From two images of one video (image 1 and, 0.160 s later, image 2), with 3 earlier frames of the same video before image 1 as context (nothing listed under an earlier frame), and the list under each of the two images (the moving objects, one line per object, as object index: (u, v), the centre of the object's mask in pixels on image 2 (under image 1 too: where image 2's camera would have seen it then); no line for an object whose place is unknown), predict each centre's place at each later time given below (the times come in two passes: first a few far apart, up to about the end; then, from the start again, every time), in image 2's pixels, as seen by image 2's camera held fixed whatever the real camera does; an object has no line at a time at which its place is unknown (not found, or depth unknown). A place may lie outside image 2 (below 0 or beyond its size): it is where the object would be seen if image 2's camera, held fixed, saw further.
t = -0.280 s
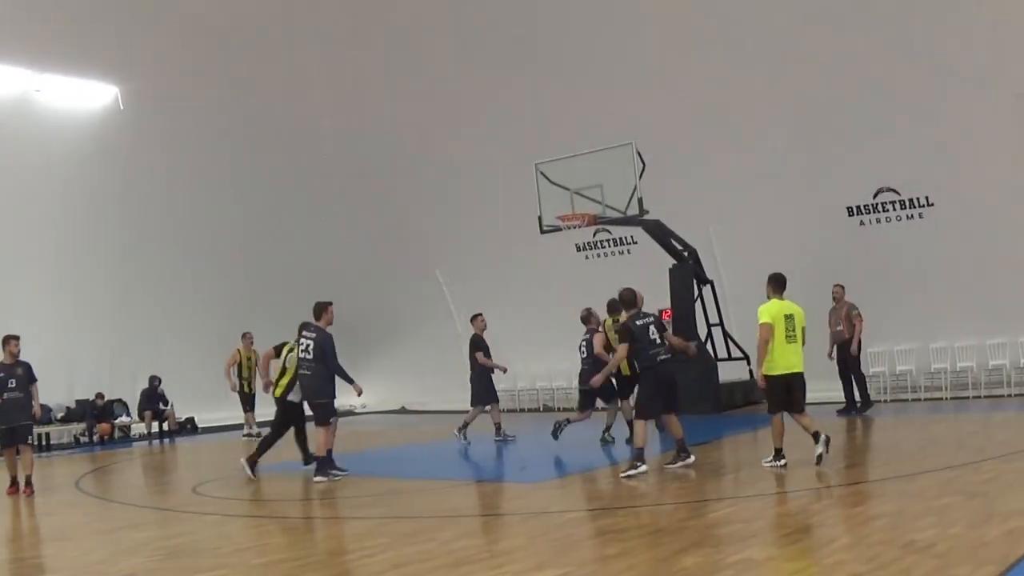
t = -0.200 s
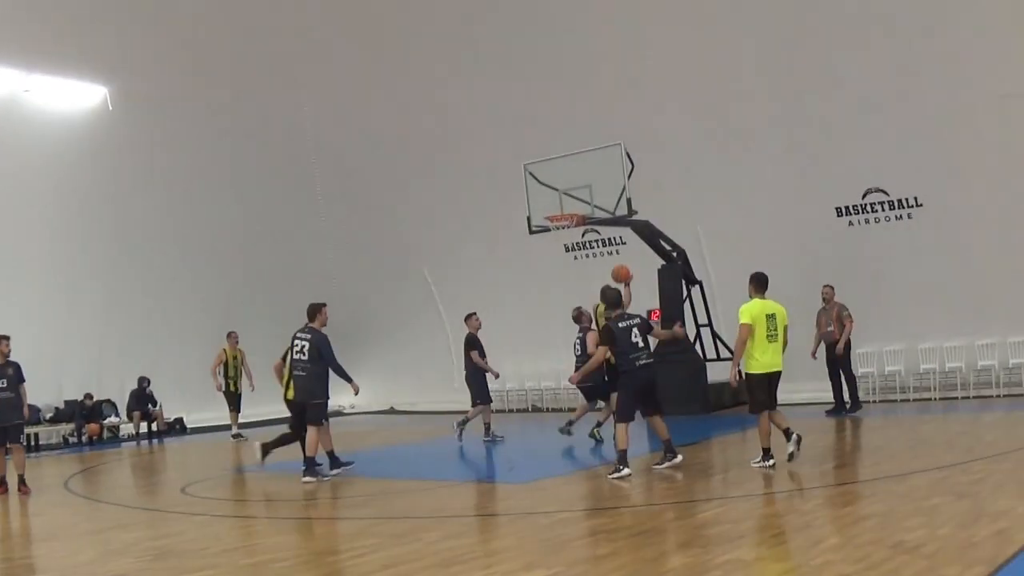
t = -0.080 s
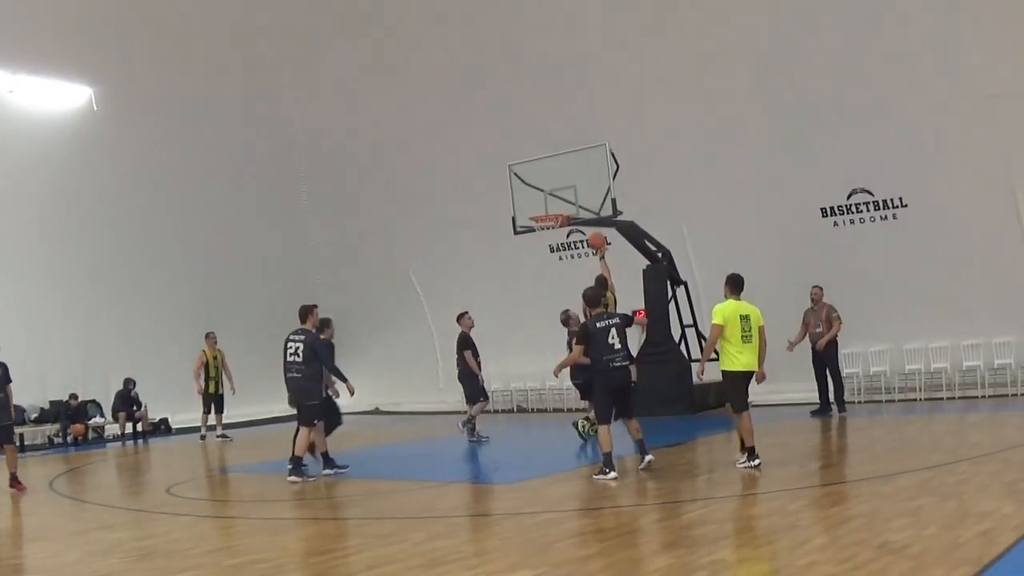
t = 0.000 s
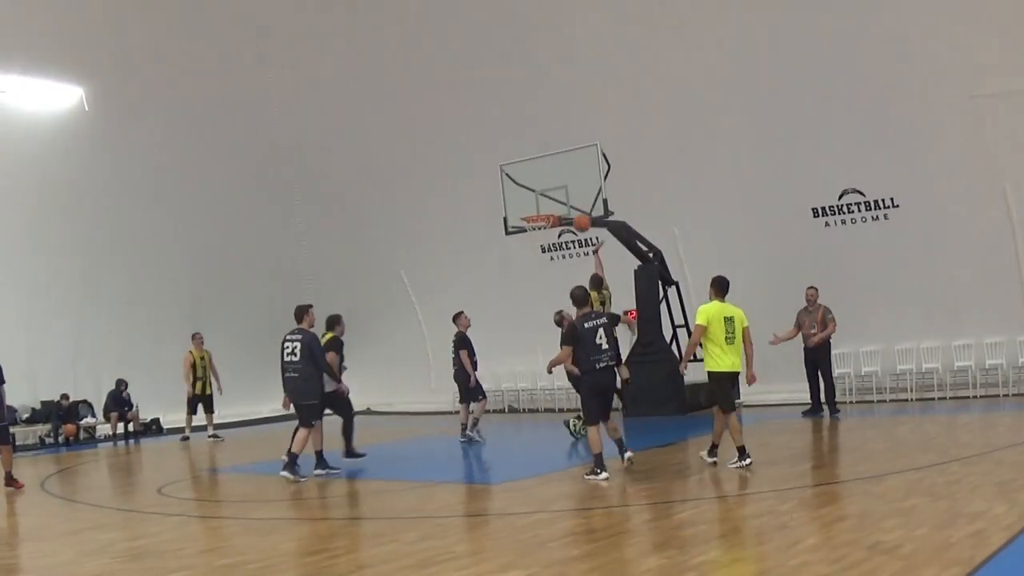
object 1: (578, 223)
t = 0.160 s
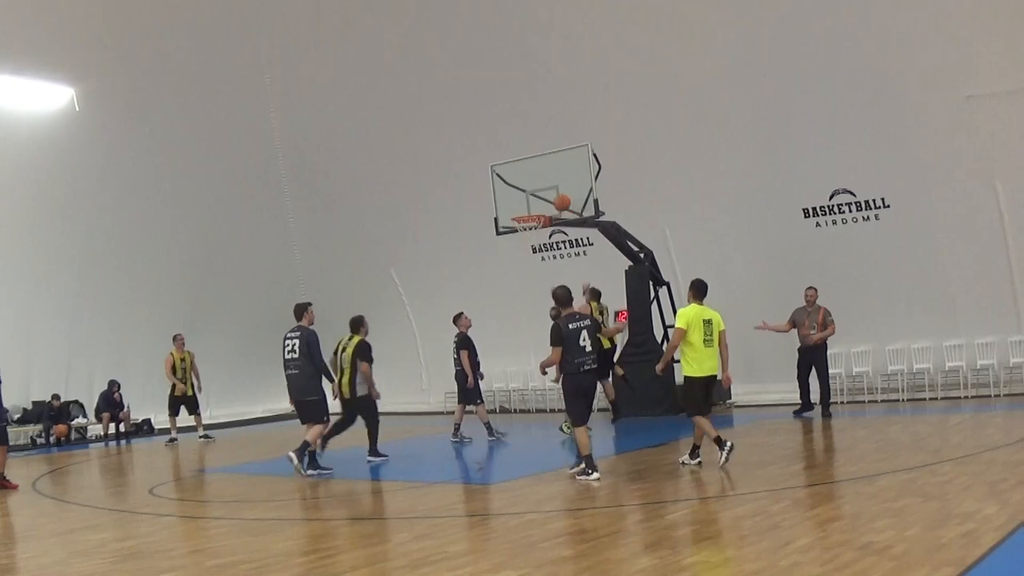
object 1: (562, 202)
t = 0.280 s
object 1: (549, 195)
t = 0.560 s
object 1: (524, 210)
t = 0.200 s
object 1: (557, 197)
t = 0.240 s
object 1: (552, 196)
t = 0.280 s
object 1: (549, 195)
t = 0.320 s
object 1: (547, 196)
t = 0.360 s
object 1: (538, 197)
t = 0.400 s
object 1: (534, 200)
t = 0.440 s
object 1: (529, 203)
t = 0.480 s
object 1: (524, 207)
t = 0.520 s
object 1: (522, 210)
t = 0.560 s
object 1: (524, 210)
